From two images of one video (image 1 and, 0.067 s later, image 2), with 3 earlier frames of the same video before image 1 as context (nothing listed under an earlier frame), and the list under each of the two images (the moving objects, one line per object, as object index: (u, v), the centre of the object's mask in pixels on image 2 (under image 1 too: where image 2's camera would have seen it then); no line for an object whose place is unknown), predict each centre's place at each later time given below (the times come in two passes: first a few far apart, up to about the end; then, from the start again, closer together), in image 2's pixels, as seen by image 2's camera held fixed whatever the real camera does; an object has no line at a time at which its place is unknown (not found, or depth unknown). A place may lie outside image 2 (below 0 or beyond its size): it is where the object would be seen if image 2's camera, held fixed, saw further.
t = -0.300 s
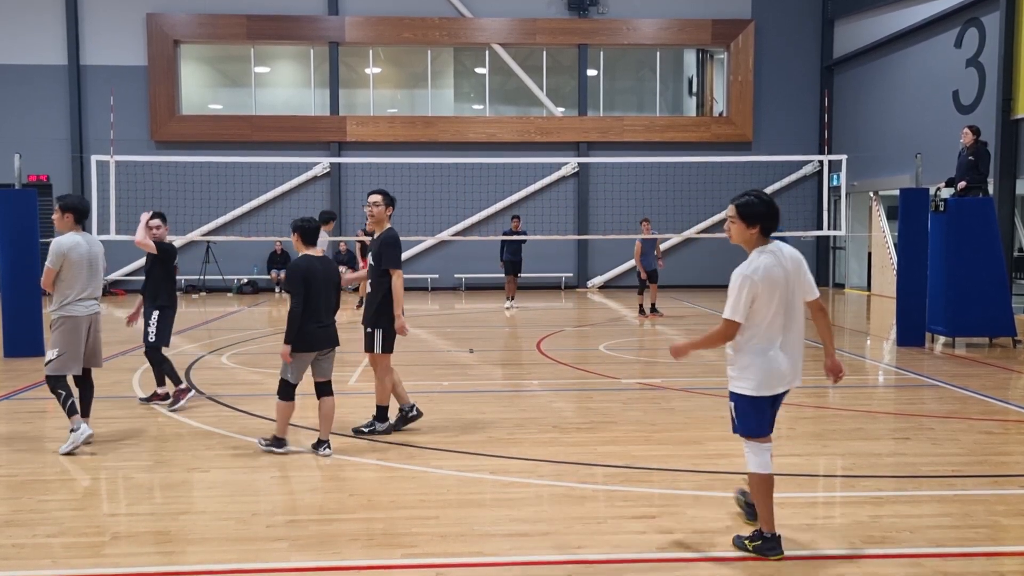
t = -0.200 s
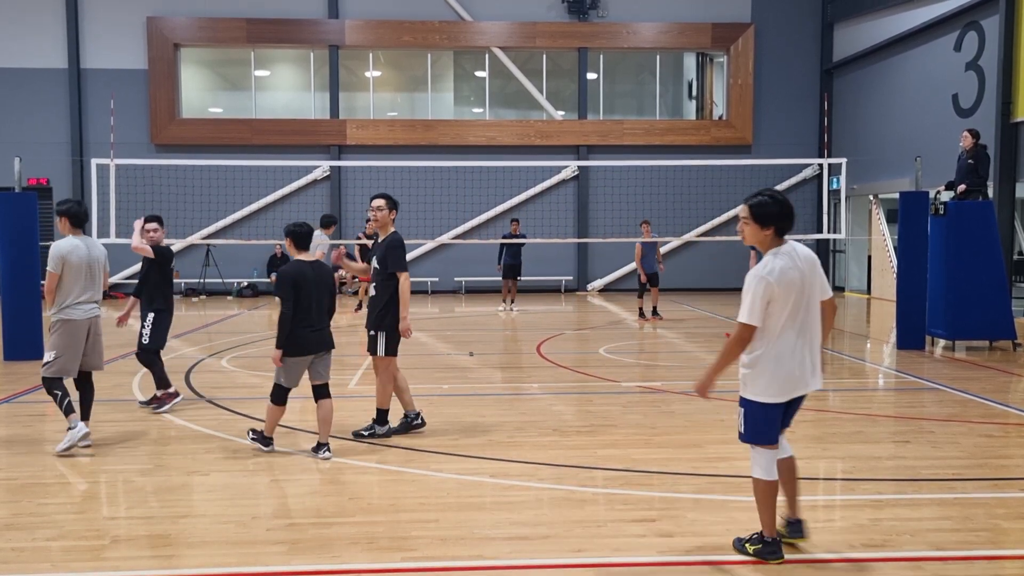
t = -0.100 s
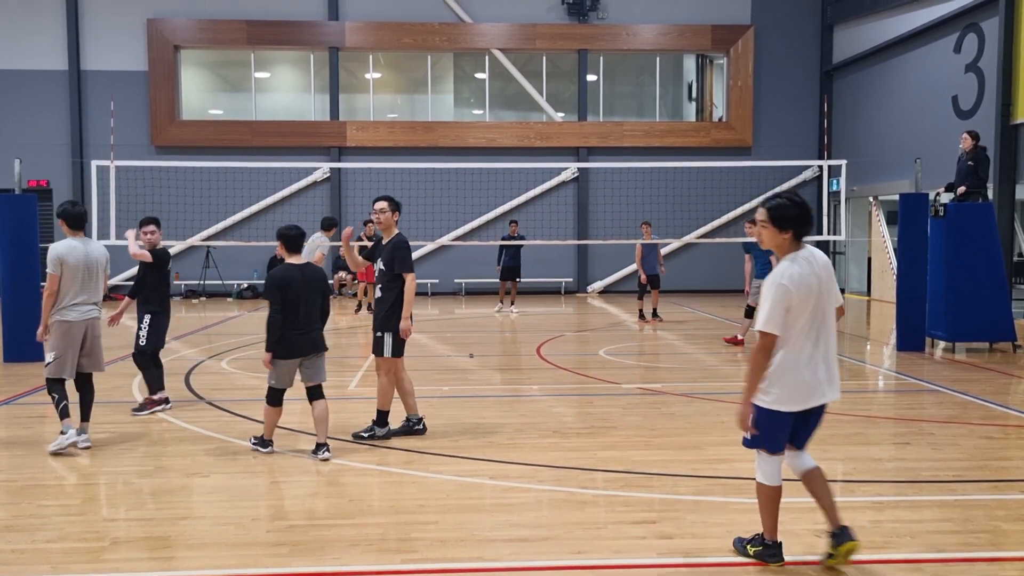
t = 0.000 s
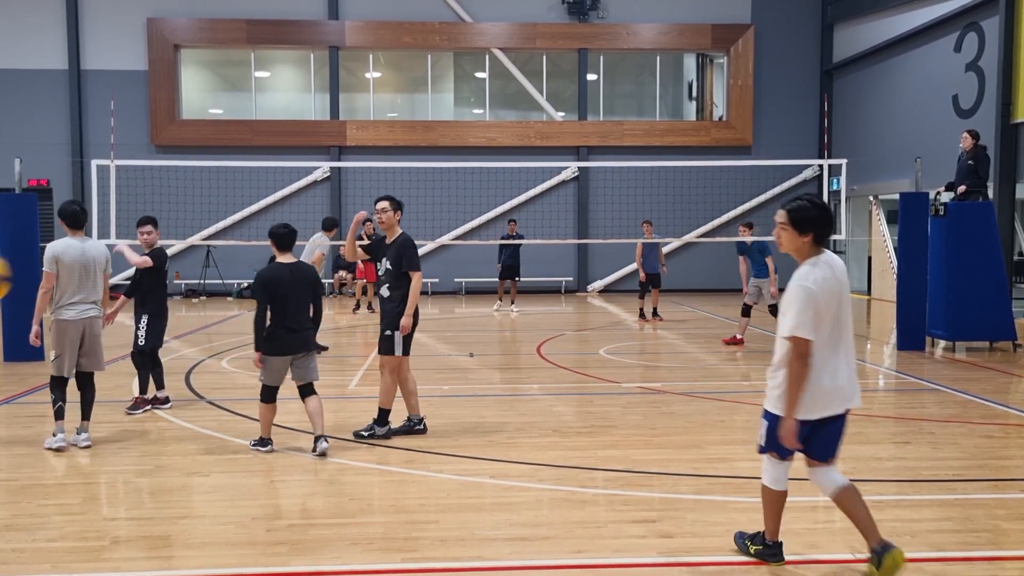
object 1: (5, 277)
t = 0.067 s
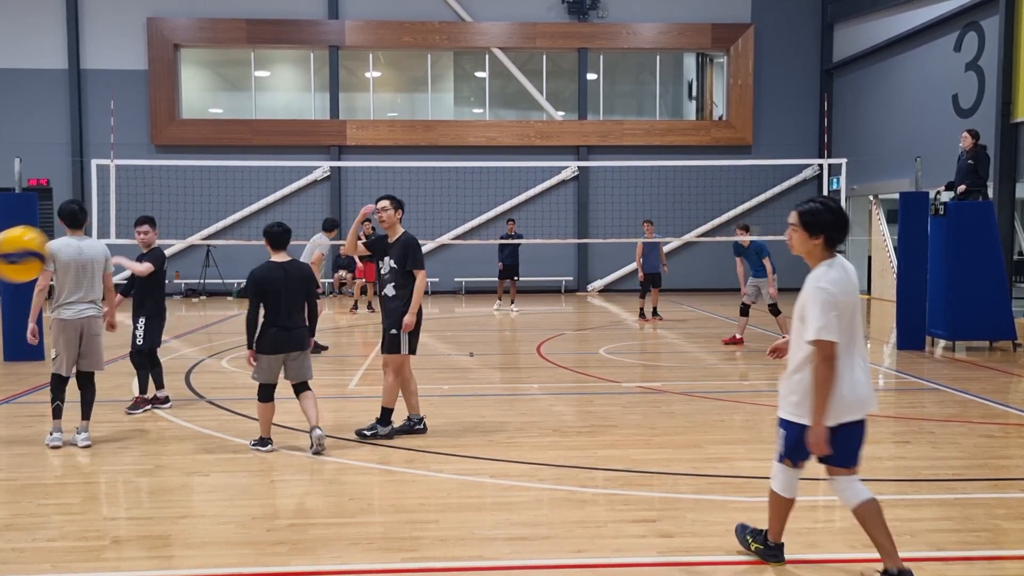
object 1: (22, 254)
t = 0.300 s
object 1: (171, 256)
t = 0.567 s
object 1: (347, 429)
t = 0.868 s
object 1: (554, 499)
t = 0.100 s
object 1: (38, 246)
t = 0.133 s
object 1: (61, 240)
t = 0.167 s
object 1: (83, 238)
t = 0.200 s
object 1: (105, 238)
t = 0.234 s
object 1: (128, 241)
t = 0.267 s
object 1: (150, 248)
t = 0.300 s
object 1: (171, 256)
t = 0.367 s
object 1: (216, 282)
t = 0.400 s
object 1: (240, 301)
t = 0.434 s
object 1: (260, 321)
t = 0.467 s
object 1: (279, 341)
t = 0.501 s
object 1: (303, 368)
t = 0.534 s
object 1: (326, 398)
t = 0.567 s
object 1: (347, 429)
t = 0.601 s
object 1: (370, 464)
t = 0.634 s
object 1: (392, 503)
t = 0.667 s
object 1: (415, 543)
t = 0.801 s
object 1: (507, 551)
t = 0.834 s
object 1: (529, 525)
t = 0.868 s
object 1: (554, 499)
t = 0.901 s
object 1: (578, 478)
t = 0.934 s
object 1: (604, 457)
